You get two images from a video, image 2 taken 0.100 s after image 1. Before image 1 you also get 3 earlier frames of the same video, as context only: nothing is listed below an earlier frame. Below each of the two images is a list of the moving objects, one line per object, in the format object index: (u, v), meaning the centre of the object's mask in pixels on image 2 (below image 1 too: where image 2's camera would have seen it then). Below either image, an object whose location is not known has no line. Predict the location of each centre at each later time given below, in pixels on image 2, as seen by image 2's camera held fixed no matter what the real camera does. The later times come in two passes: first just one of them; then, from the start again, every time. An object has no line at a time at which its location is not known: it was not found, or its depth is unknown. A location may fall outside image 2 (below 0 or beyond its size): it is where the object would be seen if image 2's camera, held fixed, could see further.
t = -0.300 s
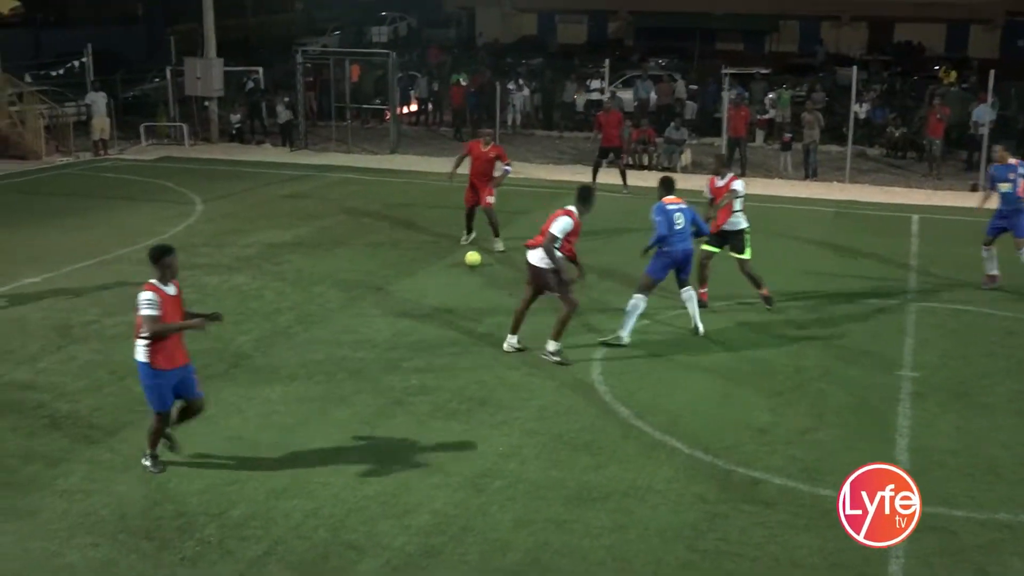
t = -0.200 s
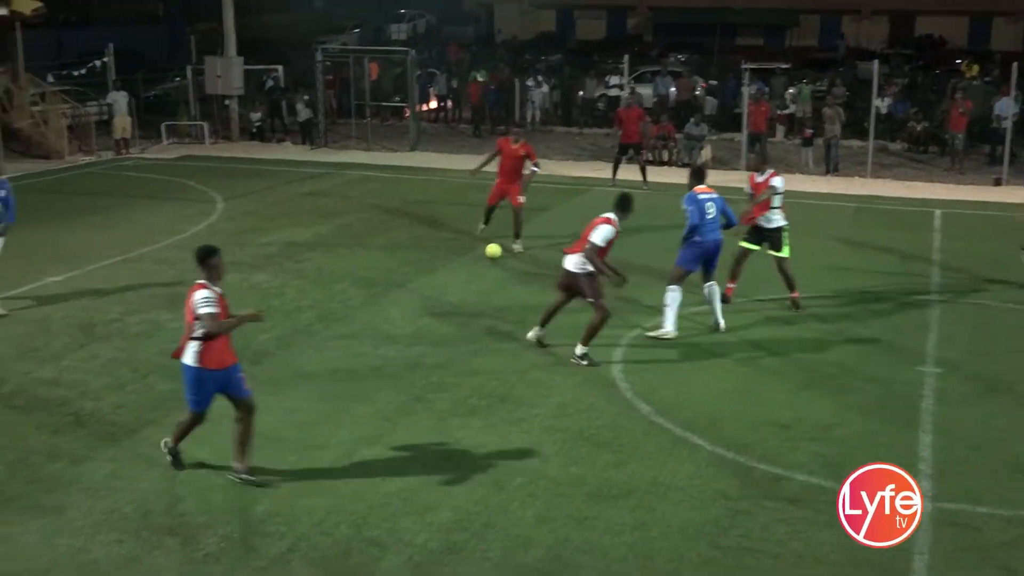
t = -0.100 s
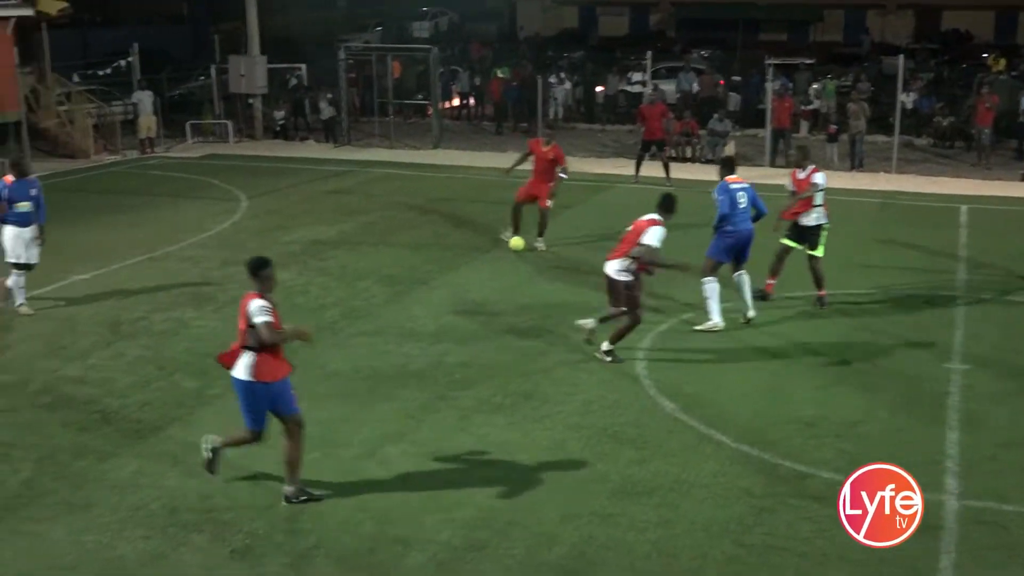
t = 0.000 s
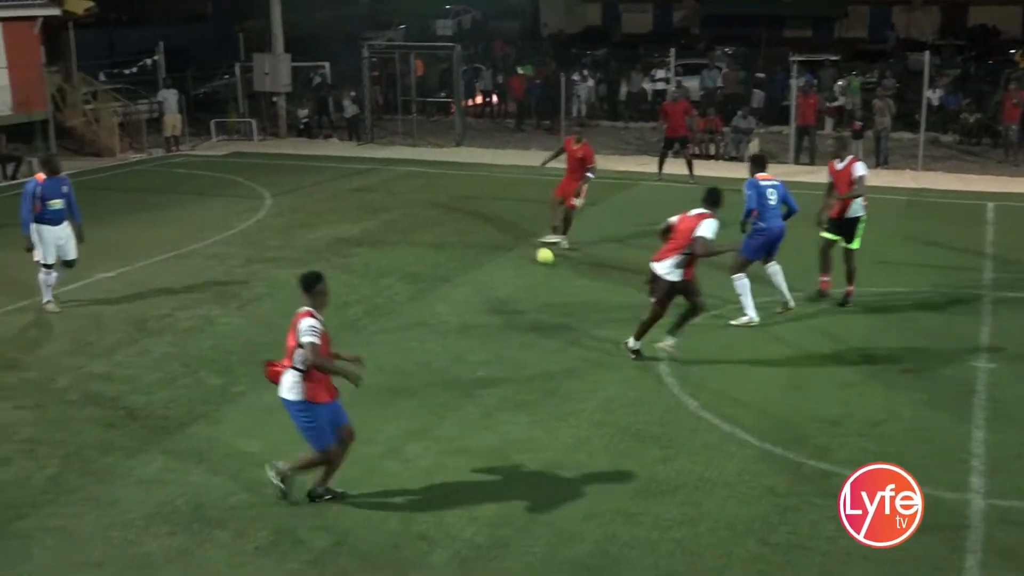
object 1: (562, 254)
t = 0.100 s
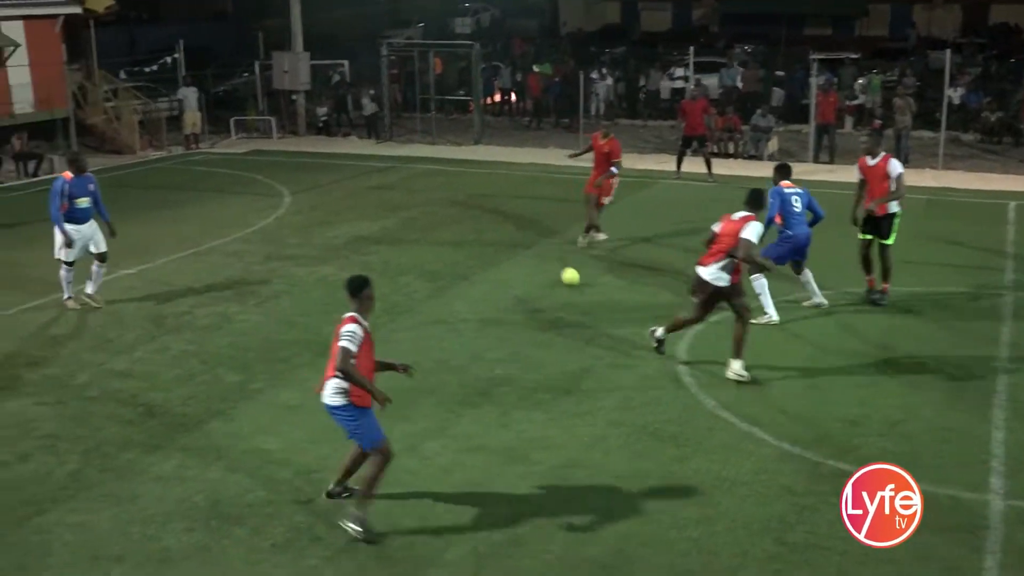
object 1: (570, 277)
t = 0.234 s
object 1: (581, 311)
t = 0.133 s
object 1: (573, 286)
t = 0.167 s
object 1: (576, 293)
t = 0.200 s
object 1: (578, 302)
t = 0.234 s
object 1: (581, 311)
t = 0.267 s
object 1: (584, 321)
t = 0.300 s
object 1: (587, 331)
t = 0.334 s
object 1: (590, 342)
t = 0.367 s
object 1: (594, 354)
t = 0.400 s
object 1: (597, 365)
